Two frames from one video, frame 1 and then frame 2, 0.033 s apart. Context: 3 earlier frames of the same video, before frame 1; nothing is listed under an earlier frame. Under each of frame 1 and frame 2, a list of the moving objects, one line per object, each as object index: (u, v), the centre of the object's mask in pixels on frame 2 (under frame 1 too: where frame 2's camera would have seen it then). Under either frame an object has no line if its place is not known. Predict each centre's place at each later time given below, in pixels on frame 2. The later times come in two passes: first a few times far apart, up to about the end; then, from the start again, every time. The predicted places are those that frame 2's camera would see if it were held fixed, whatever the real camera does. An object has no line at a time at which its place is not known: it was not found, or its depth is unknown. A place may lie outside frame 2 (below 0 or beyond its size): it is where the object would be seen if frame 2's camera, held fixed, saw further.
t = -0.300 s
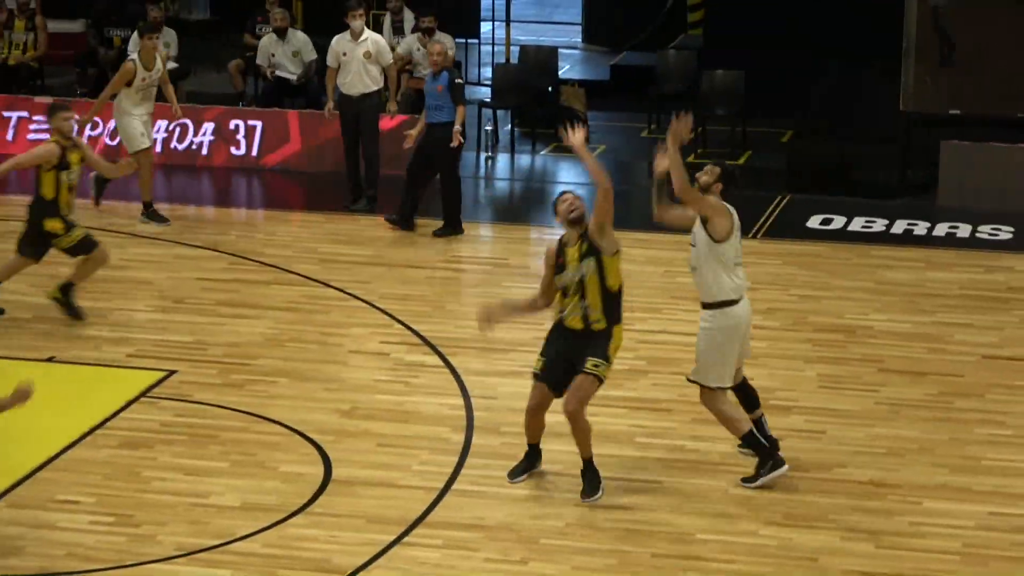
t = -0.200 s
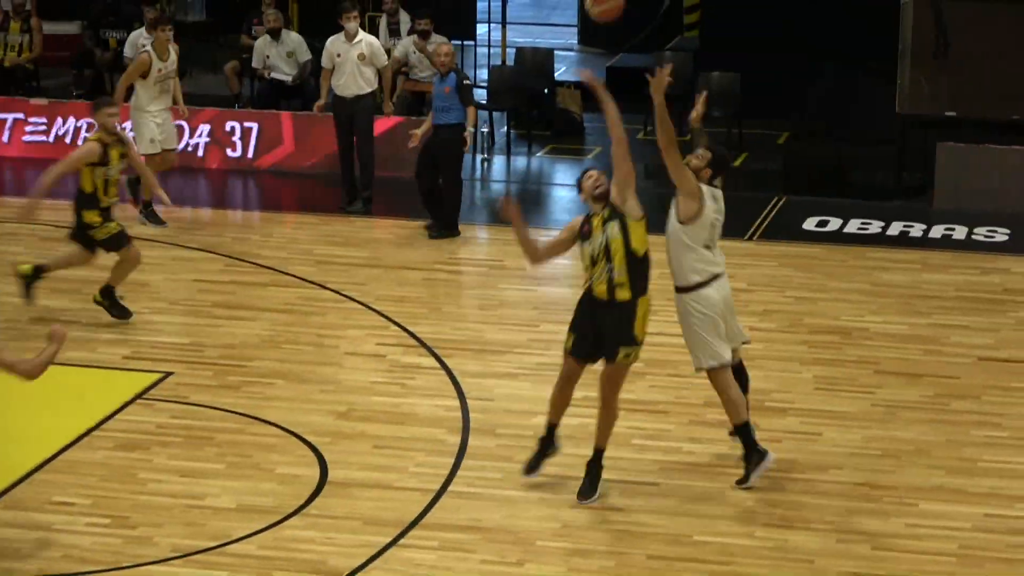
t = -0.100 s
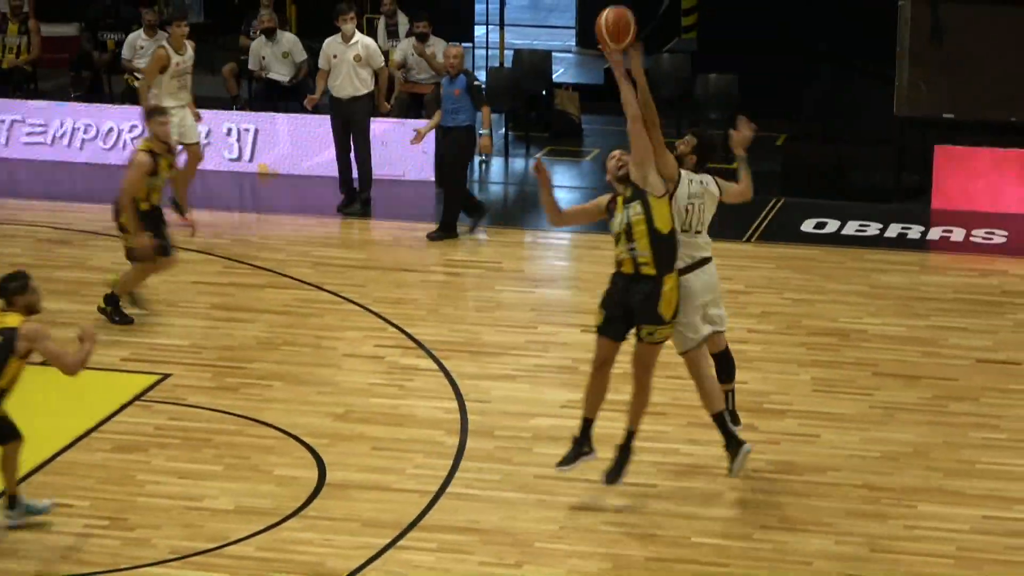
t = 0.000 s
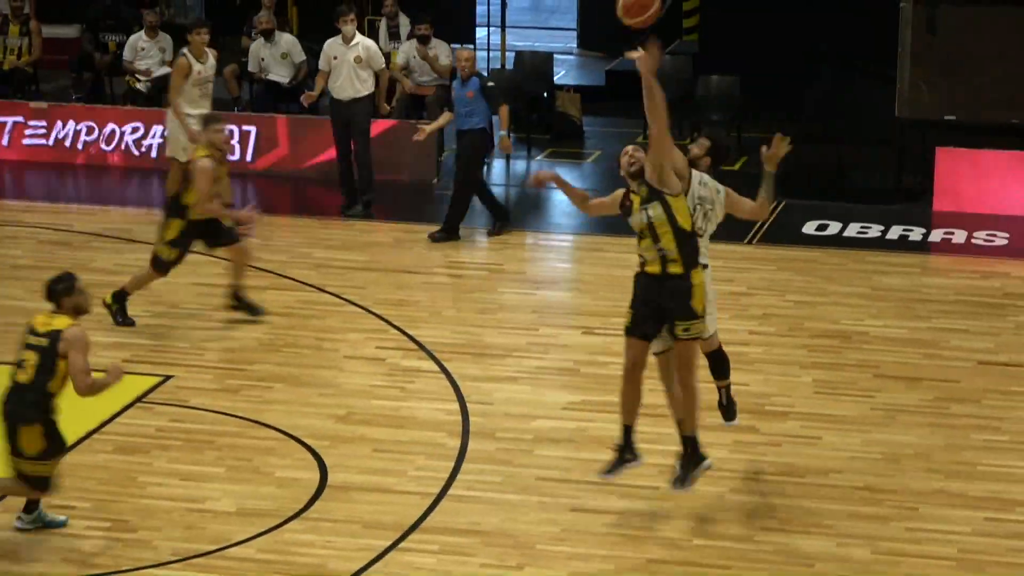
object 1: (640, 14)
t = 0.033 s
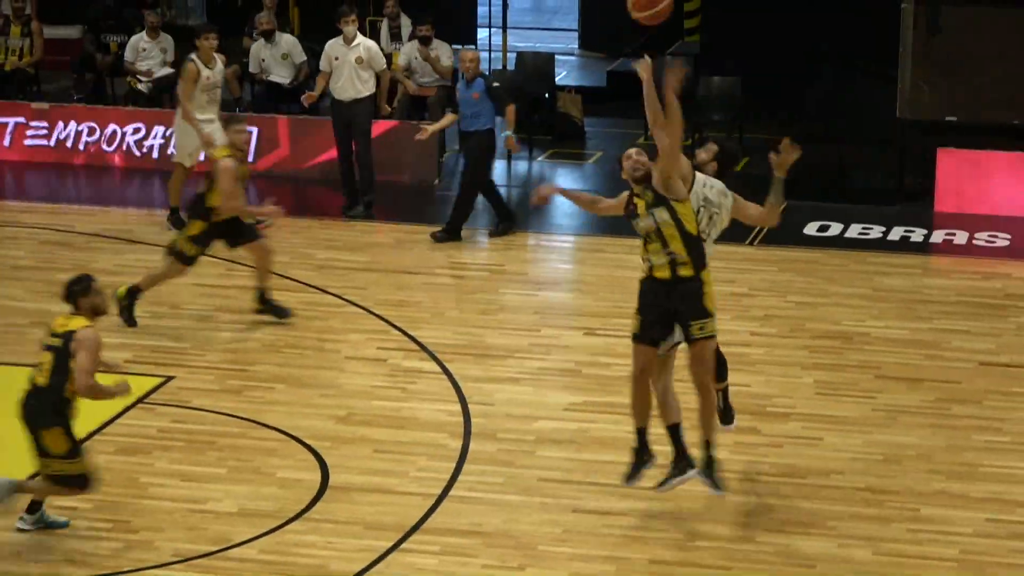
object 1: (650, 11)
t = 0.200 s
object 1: (705, 12)
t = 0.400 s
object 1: (774, 100)
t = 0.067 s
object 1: (660, 9)
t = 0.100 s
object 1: (671, 8)
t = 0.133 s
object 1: (681, 7)
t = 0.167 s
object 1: (691, 7)
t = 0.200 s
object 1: (705, 12)
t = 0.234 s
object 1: (717, 21)
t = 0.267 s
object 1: (728, 32)
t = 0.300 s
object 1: (739, 45)
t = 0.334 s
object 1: (751, 61)
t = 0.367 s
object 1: (762, 79)
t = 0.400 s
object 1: (774, 100)
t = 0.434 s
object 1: (785, 123)
